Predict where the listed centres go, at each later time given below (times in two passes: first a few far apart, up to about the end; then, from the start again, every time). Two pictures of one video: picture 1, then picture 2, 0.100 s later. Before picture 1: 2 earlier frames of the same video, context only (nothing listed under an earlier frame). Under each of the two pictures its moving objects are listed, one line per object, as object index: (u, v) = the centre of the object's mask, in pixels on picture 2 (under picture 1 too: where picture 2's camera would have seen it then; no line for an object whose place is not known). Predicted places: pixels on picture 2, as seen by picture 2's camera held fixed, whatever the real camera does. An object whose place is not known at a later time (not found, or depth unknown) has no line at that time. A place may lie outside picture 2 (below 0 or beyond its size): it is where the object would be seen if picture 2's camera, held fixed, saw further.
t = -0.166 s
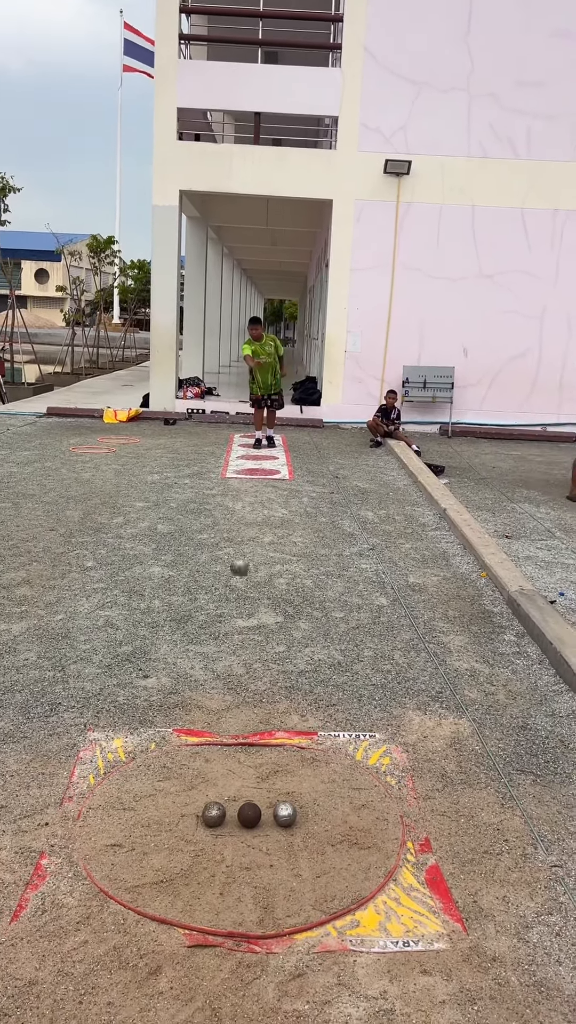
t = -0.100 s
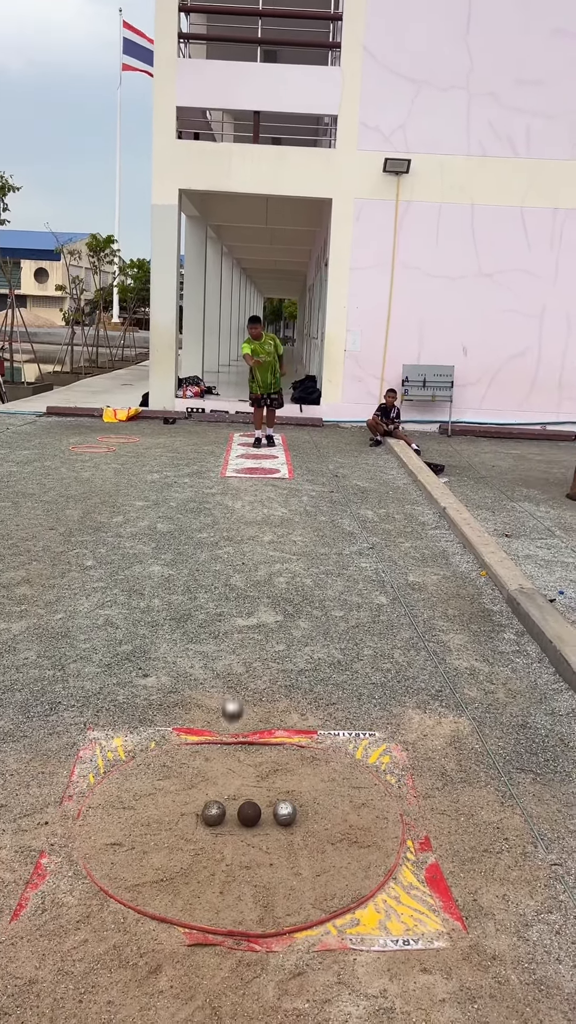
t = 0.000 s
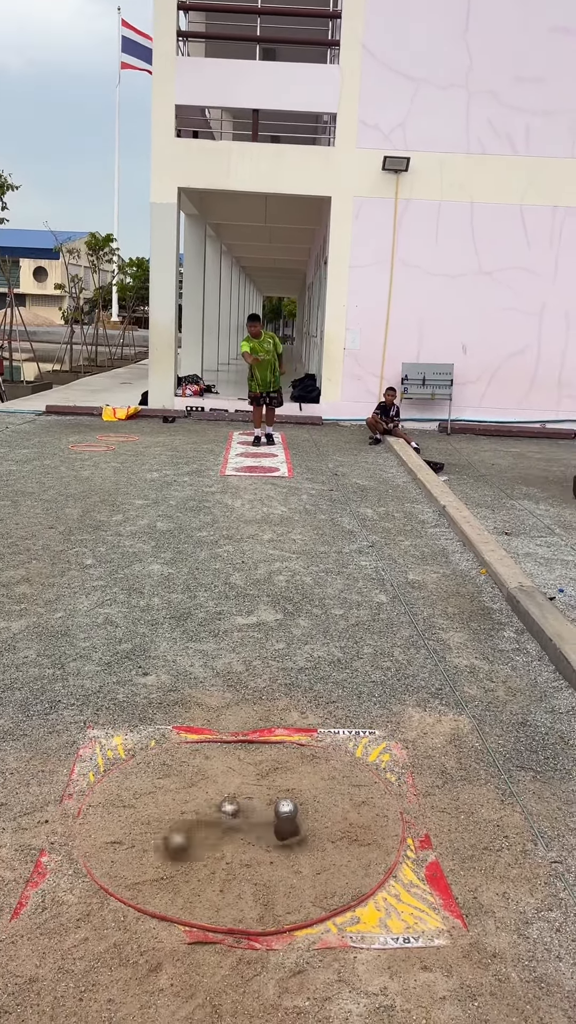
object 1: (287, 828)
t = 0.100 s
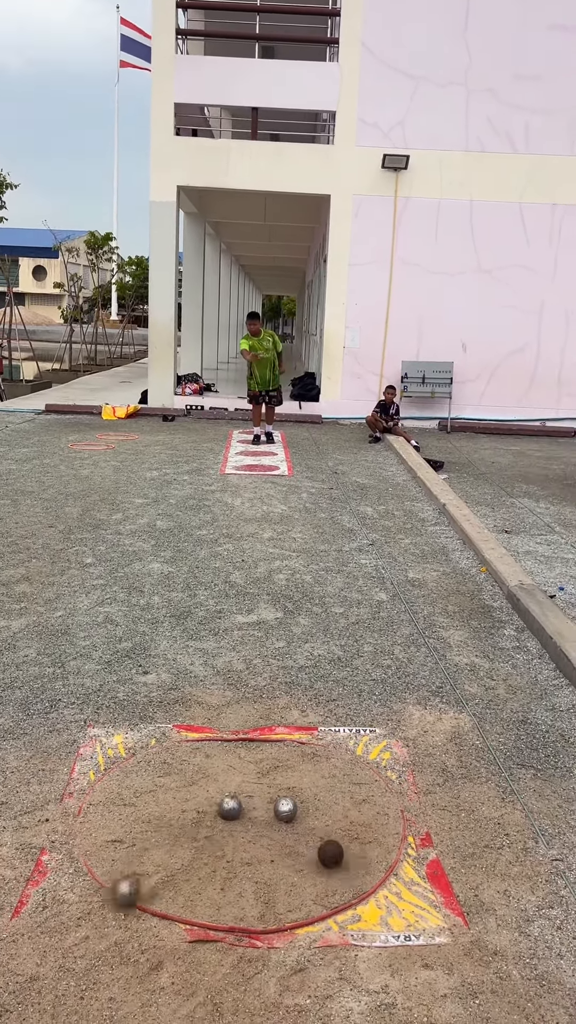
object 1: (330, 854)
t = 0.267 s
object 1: (382, 884)
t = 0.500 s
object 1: (450, 929)
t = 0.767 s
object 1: (512, 978)
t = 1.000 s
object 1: (553, 1014)
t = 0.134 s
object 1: (343, 863)
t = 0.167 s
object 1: (353, 867)
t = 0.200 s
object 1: (362, 873)
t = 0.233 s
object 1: (372, 878)
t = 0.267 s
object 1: (382, 884)
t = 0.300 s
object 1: (391, 895)
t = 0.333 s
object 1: (402, 901)
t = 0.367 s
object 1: (412, 907)
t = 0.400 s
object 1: (421, 914)
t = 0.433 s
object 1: (431, 919)
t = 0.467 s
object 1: (441, 925)
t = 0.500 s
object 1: (450, 929)
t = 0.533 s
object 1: (458, 937)
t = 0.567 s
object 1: (467, 942)
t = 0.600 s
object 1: (475, 948)
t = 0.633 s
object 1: (483, 954)
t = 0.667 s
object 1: (491, 960)
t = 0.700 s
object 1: (497, 965)
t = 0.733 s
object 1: (504, 971)
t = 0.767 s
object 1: (512, 978)
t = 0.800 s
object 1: (519, 983)
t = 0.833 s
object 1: (525, 989)
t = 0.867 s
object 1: (532, 994)
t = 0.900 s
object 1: (538, 999)
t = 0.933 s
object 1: (544, 1004)
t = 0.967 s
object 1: (549, 1009)
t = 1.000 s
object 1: (553, 1014)
